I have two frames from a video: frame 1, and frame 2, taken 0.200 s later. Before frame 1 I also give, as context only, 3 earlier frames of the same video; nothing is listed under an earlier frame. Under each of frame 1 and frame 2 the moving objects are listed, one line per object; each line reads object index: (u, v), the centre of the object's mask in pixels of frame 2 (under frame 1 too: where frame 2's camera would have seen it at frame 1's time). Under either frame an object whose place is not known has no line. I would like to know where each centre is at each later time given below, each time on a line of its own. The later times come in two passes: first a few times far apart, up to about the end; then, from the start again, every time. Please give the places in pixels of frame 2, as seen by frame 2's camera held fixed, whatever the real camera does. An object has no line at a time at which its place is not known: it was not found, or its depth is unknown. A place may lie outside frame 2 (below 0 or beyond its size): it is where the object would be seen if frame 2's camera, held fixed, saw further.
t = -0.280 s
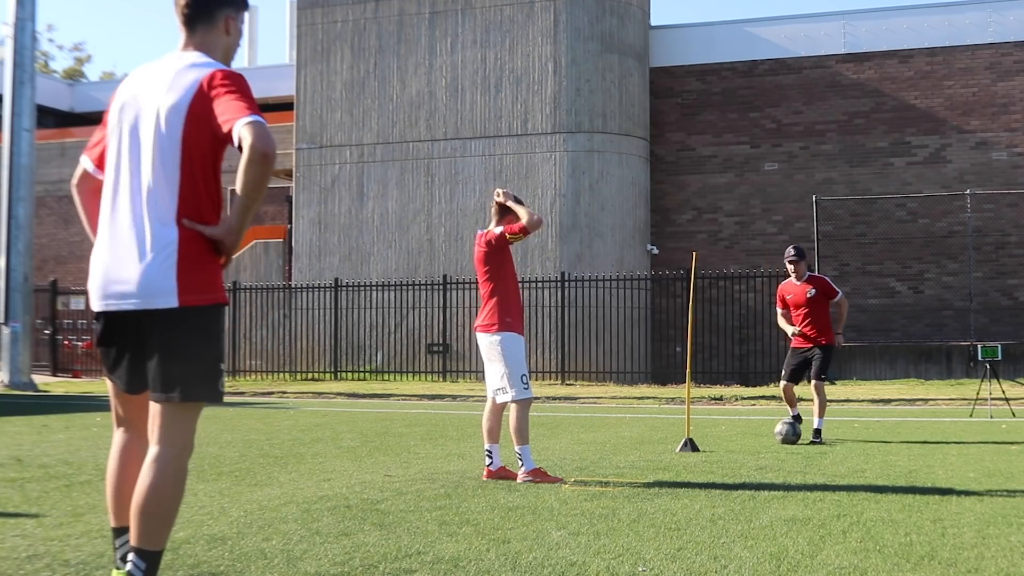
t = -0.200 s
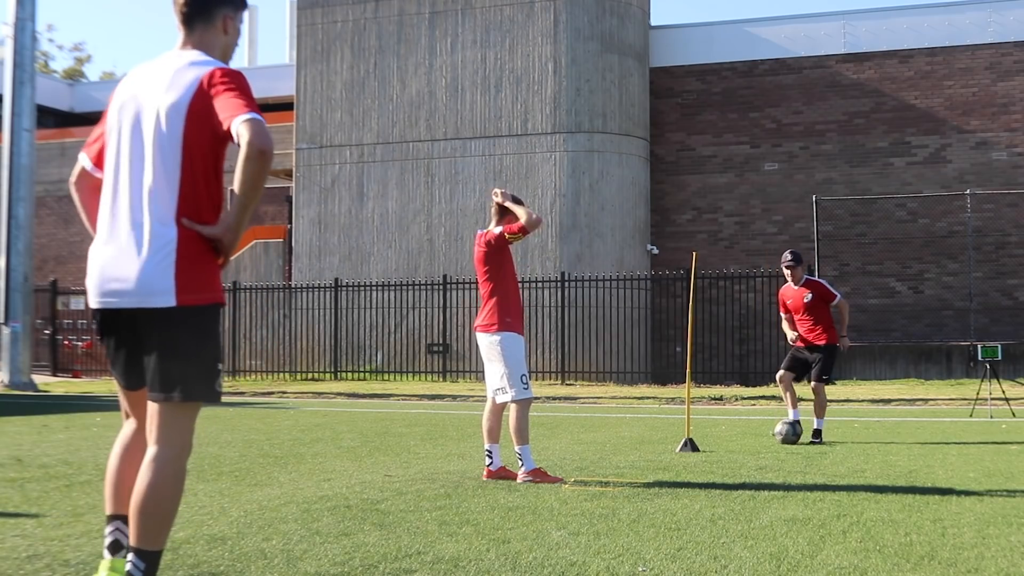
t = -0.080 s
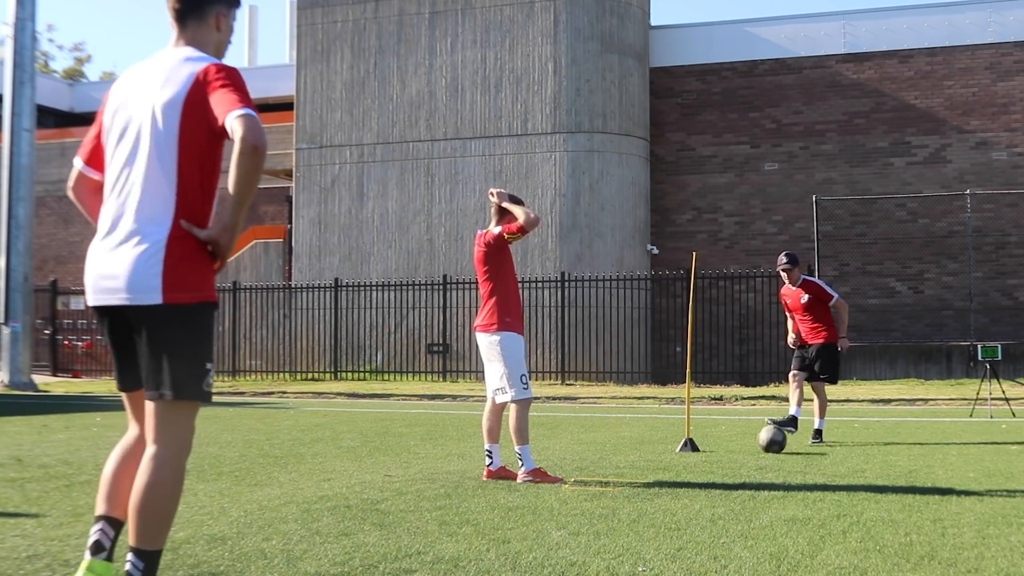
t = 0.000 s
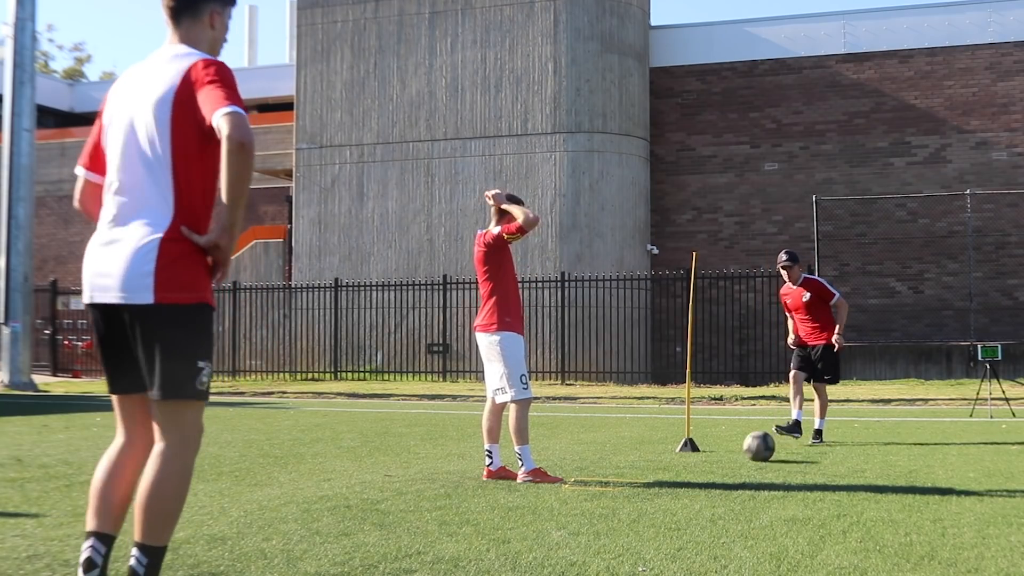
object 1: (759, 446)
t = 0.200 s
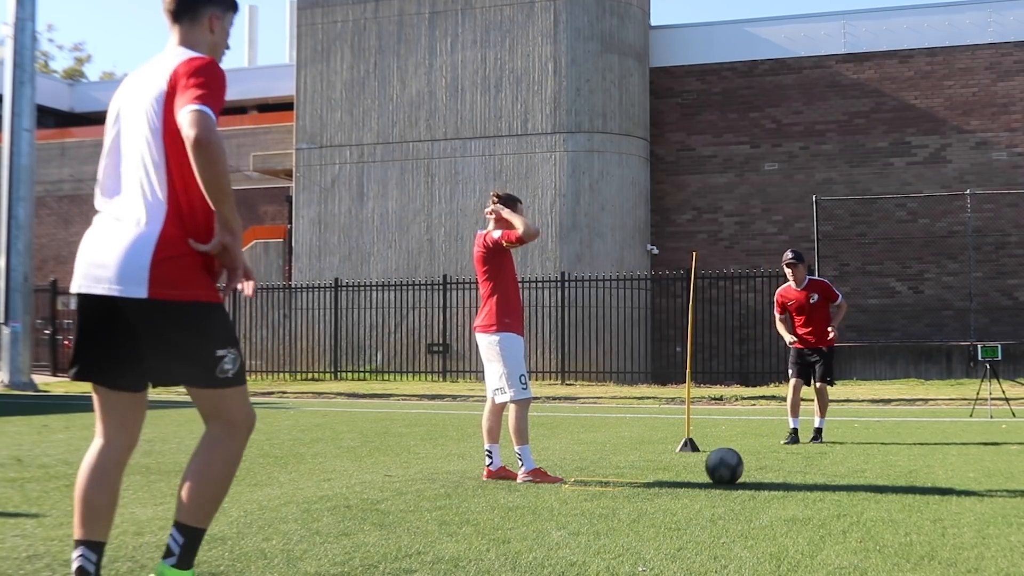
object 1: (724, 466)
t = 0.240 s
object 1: (717, 468)
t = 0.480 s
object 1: (671, 497)
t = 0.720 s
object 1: (614, 537)
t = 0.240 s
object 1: (717, 468)
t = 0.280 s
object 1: (710, 473)
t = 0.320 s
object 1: (702, 479)
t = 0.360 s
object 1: (695, 481)
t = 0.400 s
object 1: (687, 486)
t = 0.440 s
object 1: (678, 494)
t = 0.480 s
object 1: (671, 497)
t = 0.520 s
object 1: (663, 502)
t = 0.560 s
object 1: (654, 509)
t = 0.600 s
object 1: (645, 515)
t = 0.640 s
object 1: (635, 522)
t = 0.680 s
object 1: (625, 528)
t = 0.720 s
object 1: (614, 537)
